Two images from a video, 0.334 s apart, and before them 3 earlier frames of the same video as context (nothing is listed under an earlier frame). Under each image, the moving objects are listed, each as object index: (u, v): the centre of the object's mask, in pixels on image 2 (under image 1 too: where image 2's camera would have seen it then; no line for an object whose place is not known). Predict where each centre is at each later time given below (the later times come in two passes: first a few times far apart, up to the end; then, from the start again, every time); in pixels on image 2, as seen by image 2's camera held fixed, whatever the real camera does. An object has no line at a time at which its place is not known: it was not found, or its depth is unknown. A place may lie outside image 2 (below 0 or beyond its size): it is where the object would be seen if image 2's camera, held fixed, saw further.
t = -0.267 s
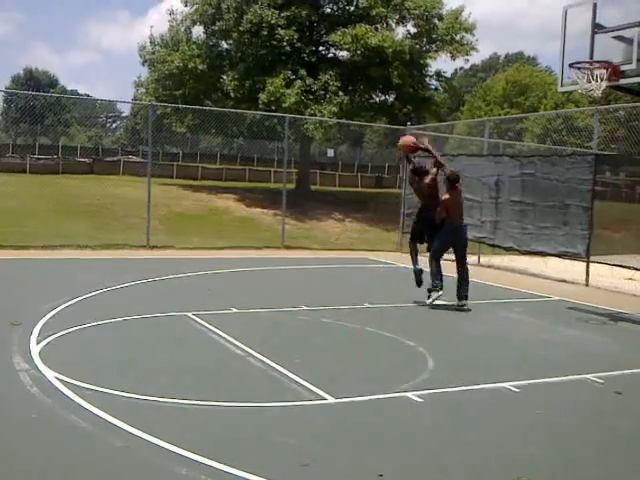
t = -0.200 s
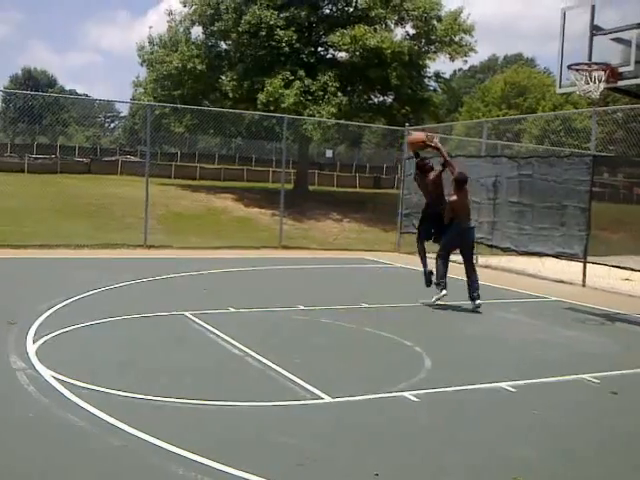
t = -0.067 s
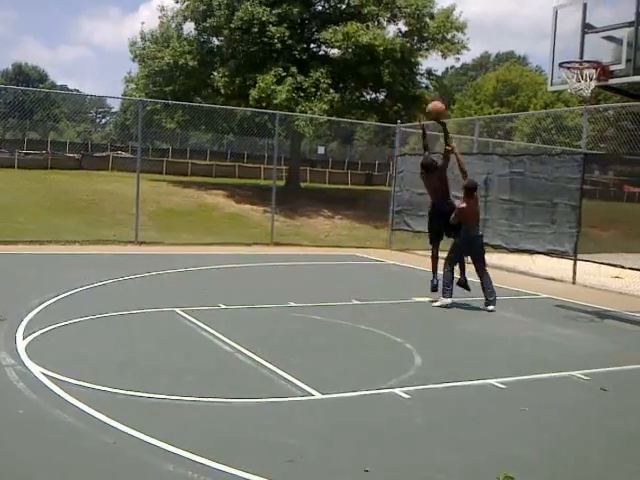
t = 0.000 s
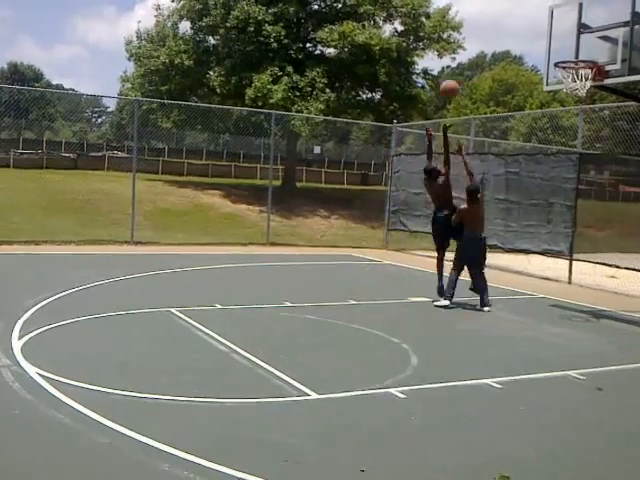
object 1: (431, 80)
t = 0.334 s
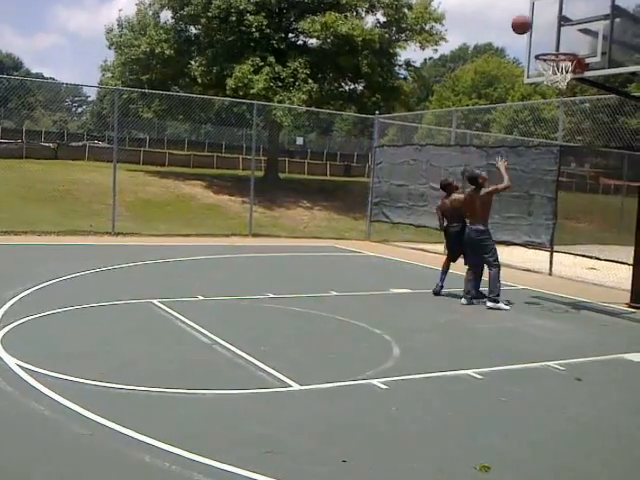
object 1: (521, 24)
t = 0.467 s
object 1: (557, 26)
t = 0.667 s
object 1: (564, 45)
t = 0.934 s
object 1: (507, 50)
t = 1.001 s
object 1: (494, 59)
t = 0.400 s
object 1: (538, 23)
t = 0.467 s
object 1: (557, 26)
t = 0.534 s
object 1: (569, 31)
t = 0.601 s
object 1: (567, 37)
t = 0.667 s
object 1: (564, 45)
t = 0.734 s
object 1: (551, 43)
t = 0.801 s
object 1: (536, 42)
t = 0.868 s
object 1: (522, 44)
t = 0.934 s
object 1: (507, 50)
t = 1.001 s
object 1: (494, 59)
